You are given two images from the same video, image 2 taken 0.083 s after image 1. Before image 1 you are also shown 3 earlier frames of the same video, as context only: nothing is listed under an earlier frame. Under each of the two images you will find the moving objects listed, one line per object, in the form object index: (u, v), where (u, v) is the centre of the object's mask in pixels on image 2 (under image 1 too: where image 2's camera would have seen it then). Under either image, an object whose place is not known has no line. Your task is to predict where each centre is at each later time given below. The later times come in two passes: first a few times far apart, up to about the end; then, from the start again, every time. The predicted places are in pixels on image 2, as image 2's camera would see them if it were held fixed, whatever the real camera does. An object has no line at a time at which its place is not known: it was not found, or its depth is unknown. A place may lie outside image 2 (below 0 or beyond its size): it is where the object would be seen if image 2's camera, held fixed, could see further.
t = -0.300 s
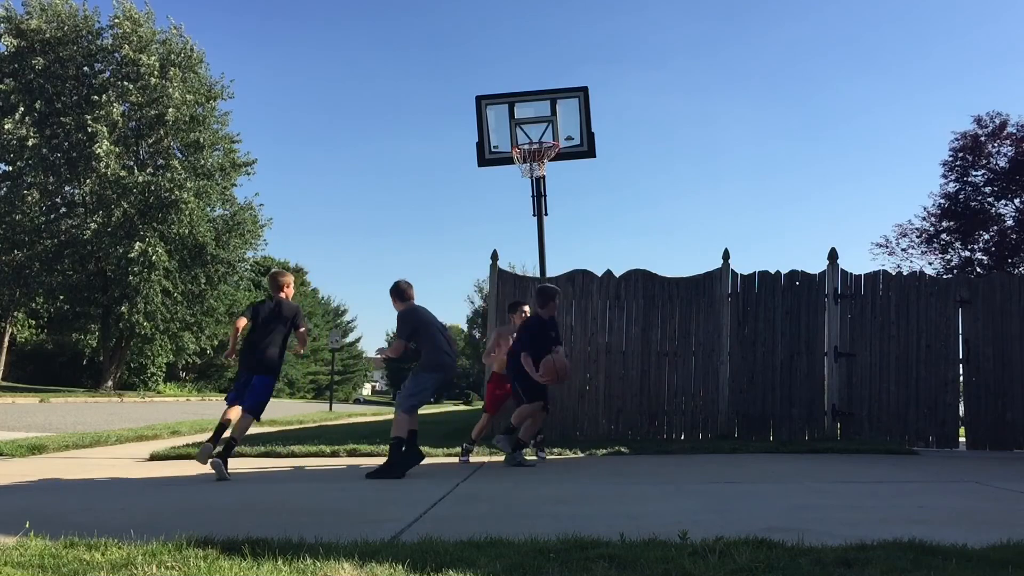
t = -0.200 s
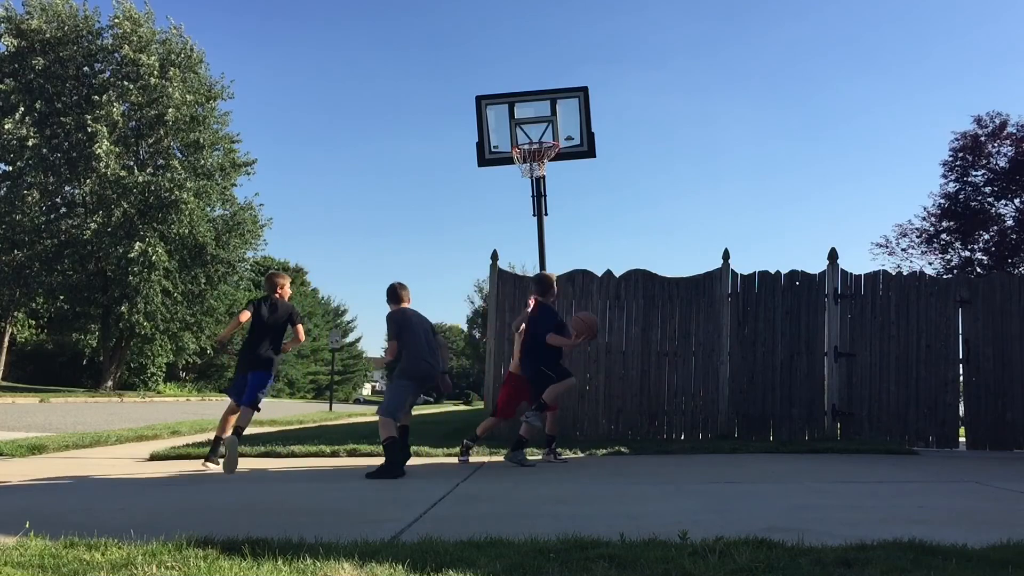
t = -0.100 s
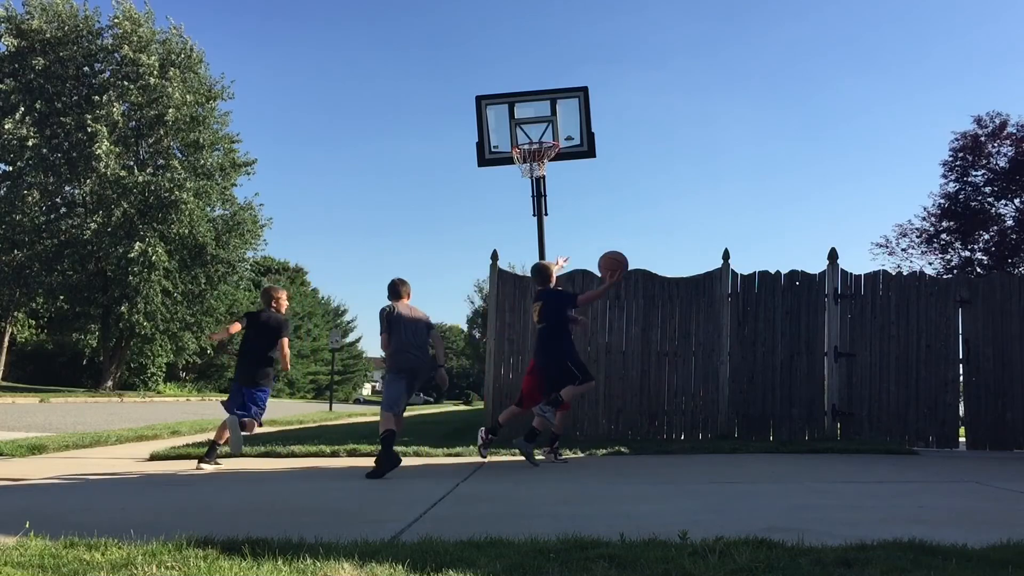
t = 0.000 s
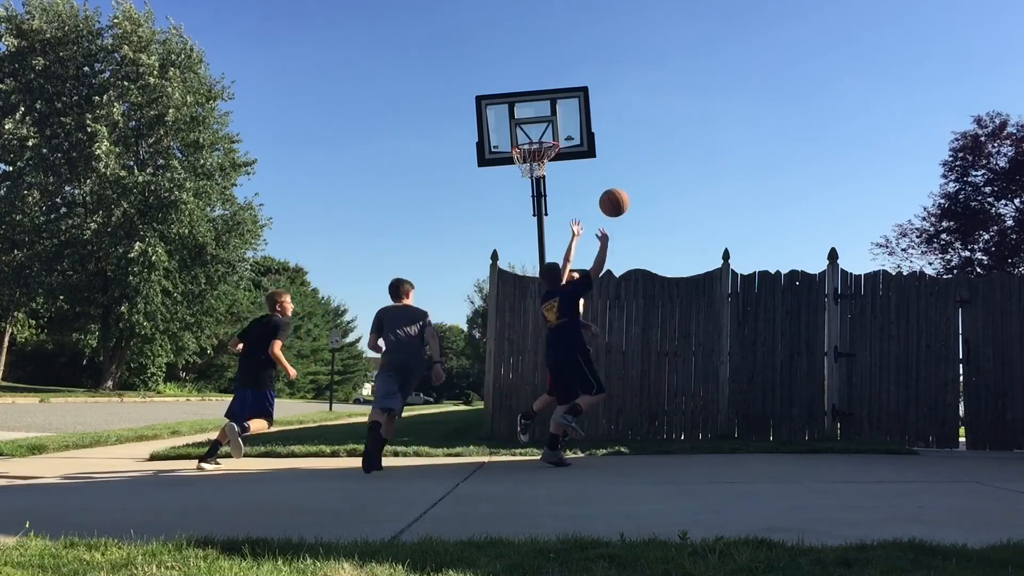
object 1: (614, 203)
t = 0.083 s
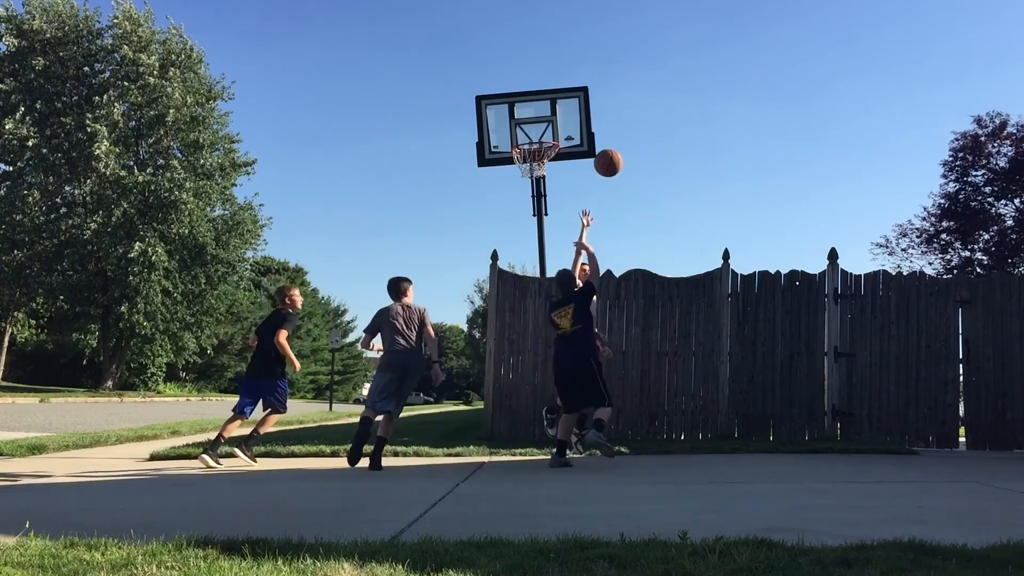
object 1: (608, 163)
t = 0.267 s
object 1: (596, 110)
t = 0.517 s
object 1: (579, 98)
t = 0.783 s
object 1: (564, 134)
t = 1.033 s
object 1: (581, 141)
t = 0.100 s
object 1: (607, 156)
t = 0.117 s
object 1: (606, 150)
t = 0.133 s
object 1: (605, 144)
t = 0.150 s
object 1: (603, 138)
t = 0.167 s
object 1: (603, 133)
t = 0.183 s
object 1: (601, 128)
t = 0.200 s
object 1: (600, 124)
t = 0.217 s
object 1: (599, 120)
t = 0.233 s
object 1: (598, 116)
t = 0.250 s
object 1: (597, 113)
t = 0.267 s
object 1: (596, 110)
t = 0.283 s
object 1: (595, 107)
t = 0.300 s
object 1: (594, 105)
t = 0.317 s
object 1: (592, 102)
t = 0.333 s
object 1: (592, 100)
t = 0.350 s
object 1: (591, 99)
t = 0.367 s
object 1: (589, 98)
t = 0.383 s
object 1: (588, 96)
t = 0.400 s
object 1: (587, 96)
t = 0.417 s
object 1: (586, 95)
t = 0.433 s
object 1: (584, 95)
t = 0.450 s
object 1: (584, 95)
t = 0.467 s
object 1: (582, 96)
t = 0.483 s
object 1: (581, 96)
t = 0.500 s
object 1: (580, 97)
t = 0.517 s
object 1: (579, 98)
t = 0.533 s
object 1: (578, 100)
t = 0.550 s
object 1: (577, 101)
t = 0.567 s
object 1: (576, 103)
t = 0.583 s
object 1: (574, 105)
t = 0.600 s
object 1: (573, 108)
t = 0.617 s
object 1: (573, 110)
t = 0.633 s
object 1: (571, 112)
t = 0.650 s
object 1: (570, 113)
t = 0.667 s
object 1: (569, 115)
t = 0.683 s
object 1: (569, 117)
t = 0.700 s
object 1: (567, 119)
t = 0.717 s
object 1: (567, 122)
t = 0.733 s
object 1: (566, 124)
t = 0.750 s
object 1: (565, 128)
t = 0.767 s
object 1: (564, 131)
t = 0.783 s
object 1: (564, 134)
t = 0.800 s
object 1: (564, 133)
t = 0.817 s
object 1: (566, 132)
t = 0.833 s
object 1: (567, 131)
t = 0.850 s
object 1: (568, 131)
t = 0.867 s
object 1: (569, 131)
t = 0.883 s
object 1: (570, 130)
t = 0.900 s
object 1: (571, 131)
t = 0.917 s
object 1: (573, 131)
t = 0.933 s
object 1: (574, 131)
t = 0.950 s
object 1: (575, 132)
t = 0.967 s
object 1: (576, 133)
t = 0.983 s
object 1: (578, 135)
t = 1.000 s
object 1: (579, 137)
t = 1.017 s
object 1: (580, 139)
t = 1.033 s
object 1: (581, 141)
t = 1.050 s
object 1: (582, 143)
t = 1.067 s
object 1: (584, 147)
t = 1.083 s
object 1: (585, 150)
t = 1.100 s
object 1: (586, 153)
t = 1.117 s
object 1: (587, 157)
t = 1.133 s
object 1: (588, 161)
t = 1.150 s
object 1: (589, 165)
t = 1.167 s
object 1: (590, 170)
